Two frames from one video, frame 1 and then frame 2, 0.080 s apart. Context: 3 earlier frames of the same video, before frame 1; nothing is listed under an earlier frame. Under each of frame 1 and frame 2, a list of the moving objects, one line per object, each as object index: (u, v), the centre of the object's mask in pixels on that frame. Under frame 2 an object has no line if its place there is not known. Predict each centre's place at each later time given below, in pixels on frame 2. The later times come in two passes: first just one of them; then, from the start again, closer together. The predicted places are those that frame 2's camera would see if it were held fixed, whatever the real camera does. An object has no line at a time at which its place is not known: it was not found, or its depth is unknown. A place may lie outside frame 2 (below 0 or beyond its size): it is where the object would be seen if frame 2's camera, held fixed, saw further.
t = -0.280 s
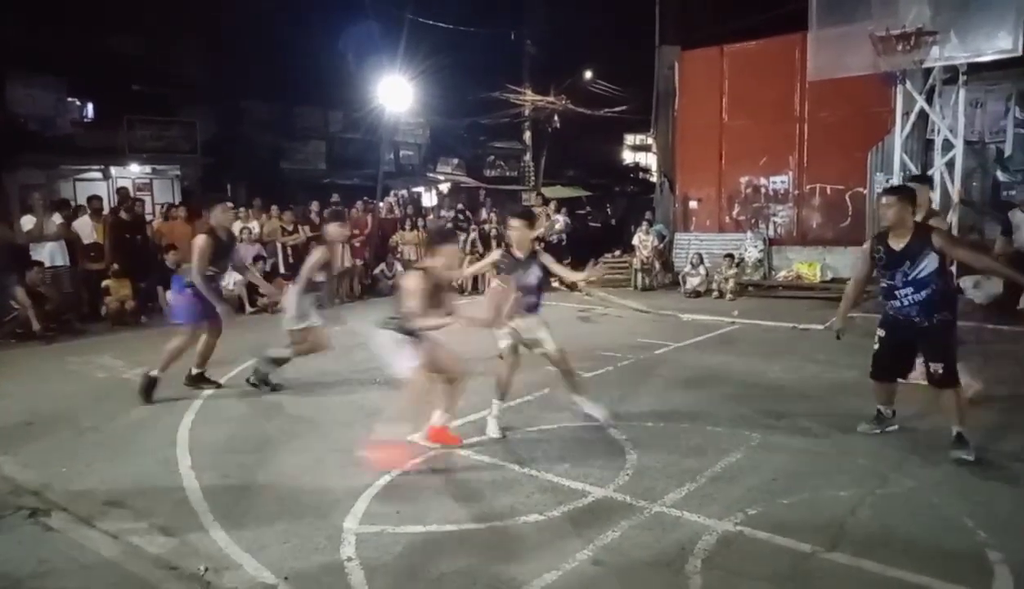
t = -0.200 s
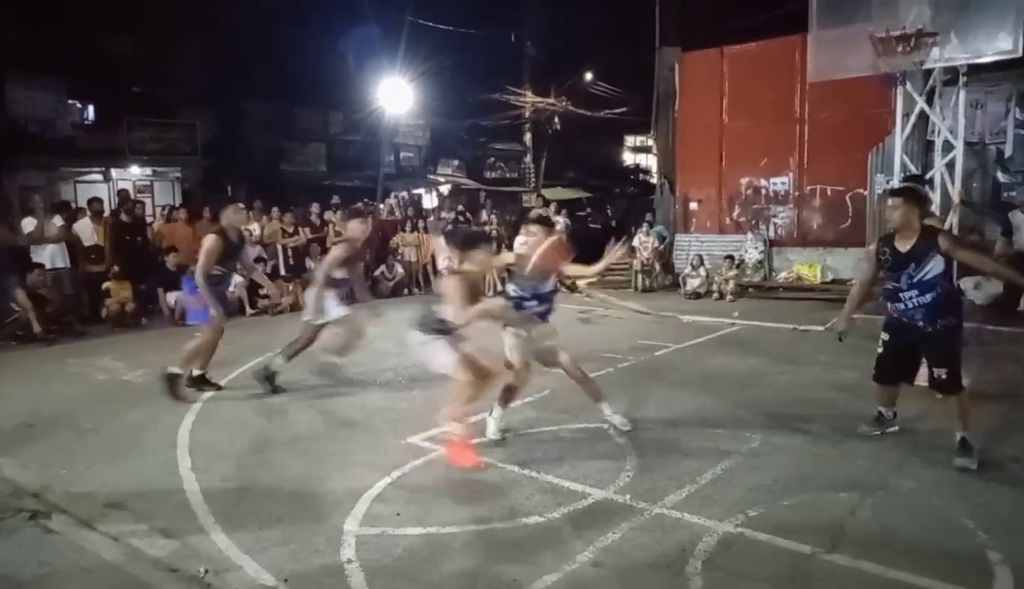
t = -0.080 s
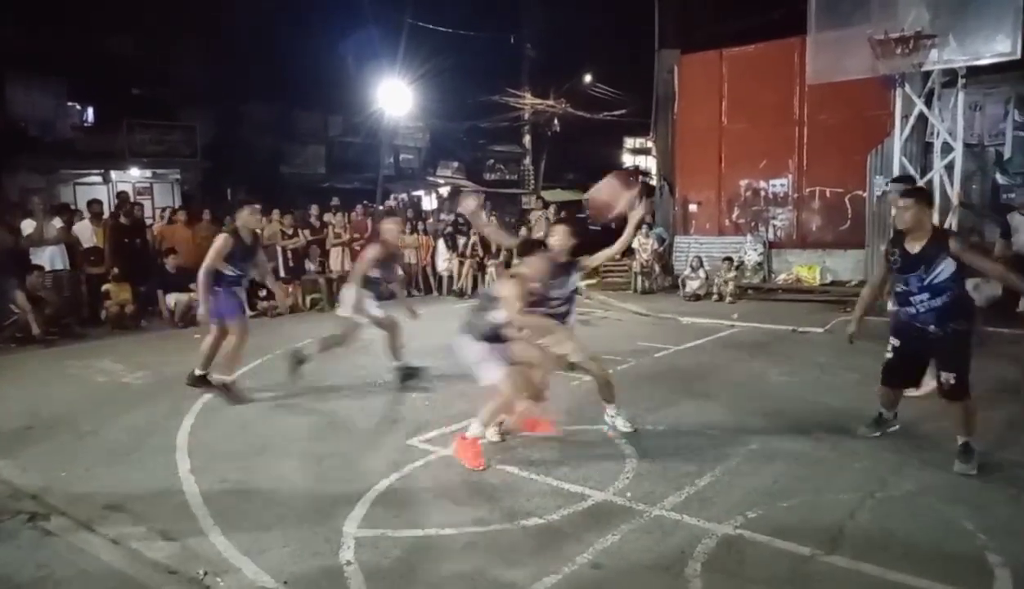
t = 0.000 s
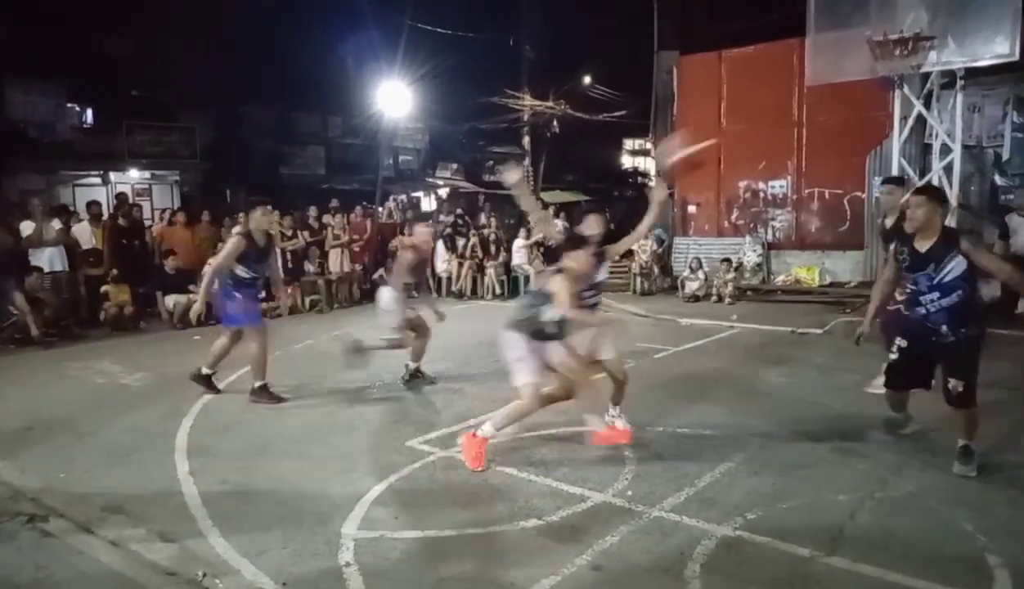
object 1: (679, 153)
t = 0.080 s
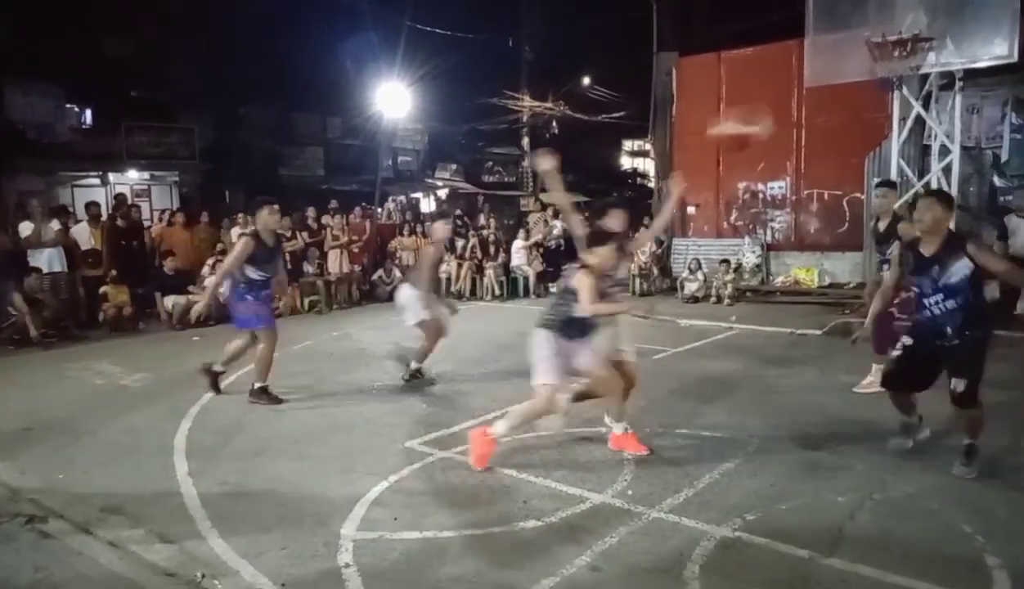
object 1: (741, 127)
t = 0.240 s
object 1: (876, 105)
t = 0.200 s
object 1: (854, 105)
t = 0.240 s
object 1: (876, 105)
